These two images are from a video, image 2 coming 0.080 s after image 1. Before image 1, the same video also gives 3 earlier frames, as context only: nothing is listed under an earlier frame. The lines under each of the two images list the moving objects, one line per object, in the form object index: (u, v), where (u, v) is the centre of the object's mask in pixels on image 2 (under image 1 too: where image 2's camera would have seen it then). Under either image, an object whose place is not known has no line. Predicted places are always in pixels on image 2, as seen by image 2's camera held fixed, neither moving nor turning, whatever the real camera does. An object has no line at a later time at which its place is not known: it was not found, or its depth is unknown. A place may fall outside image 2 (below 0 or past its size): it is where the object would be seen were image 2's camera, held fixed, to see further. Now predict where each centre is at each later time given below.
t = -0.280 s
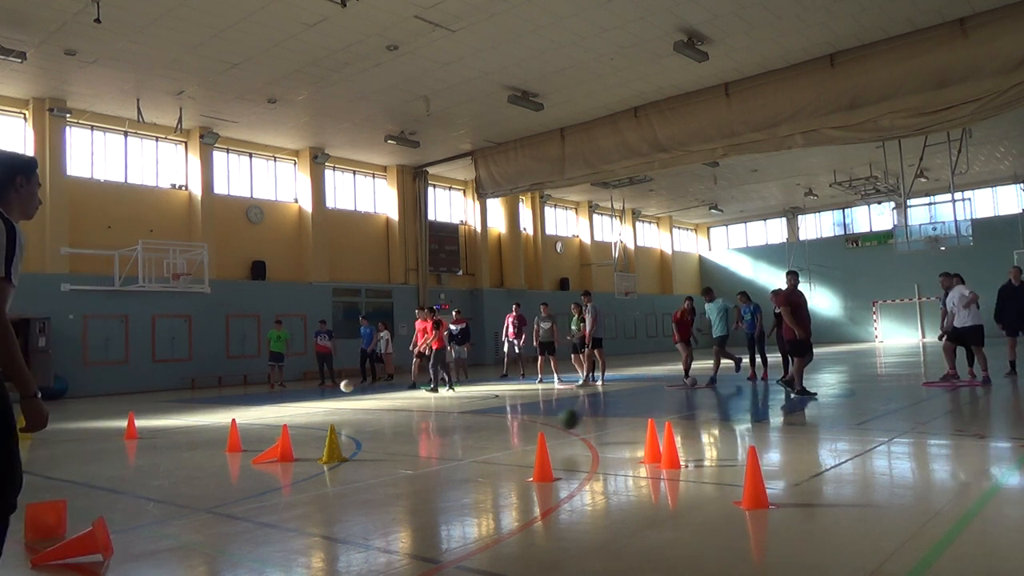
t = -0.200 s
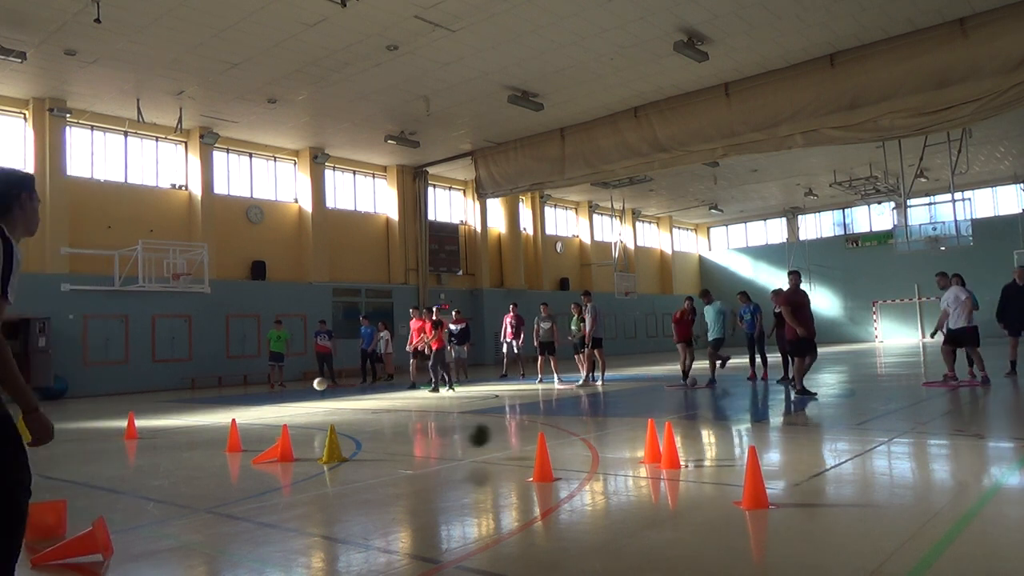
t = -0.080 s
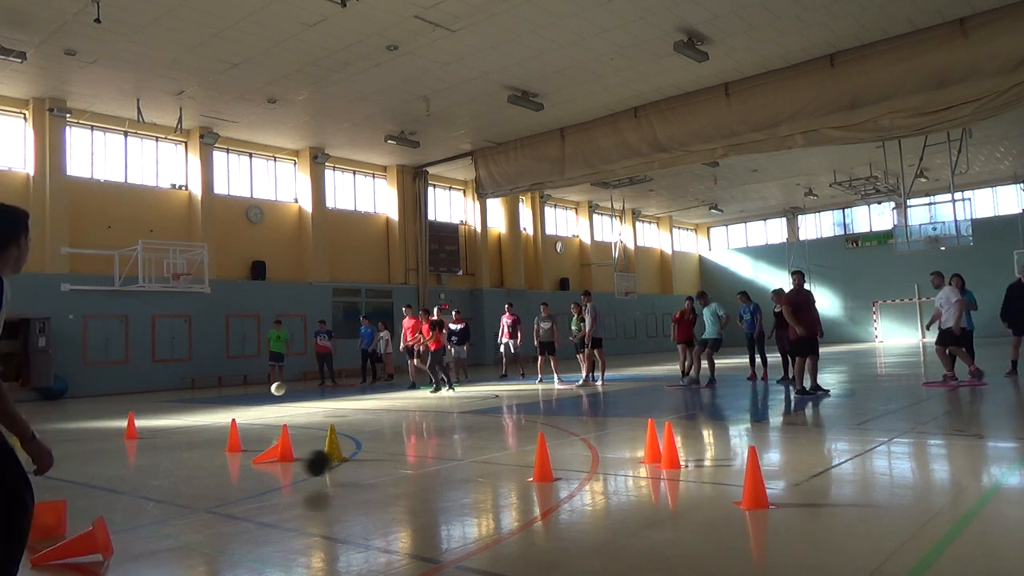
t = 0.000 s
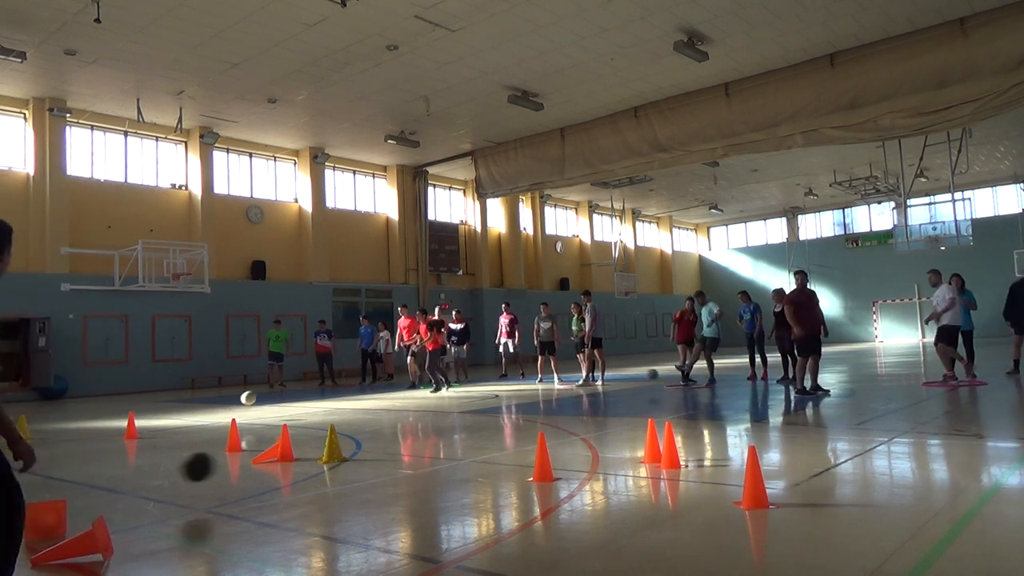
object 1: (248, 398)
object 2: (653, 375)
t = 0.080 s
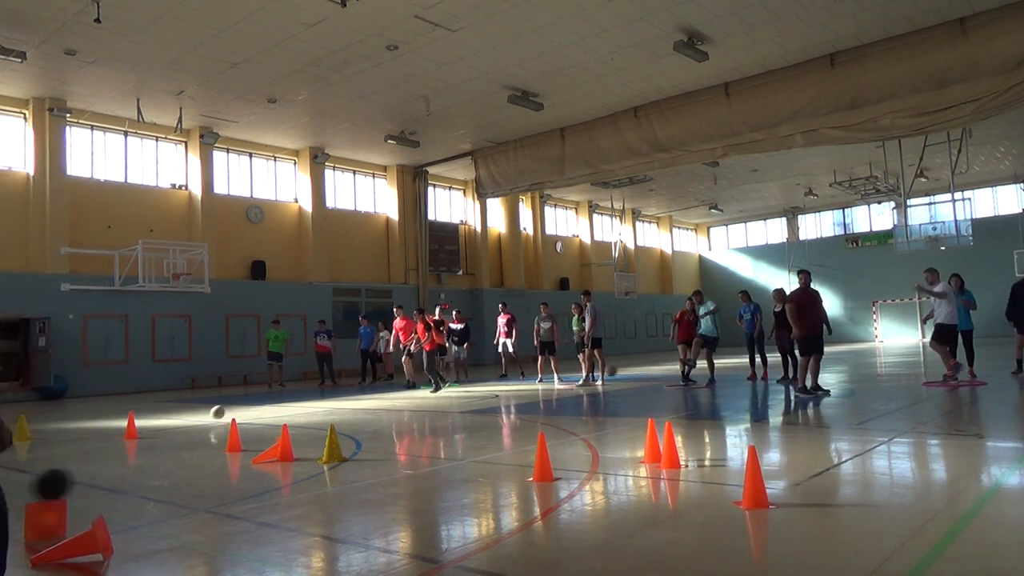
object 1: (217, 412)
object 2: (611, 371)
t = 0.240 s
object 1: (149, 409)
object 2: (506, 377)
